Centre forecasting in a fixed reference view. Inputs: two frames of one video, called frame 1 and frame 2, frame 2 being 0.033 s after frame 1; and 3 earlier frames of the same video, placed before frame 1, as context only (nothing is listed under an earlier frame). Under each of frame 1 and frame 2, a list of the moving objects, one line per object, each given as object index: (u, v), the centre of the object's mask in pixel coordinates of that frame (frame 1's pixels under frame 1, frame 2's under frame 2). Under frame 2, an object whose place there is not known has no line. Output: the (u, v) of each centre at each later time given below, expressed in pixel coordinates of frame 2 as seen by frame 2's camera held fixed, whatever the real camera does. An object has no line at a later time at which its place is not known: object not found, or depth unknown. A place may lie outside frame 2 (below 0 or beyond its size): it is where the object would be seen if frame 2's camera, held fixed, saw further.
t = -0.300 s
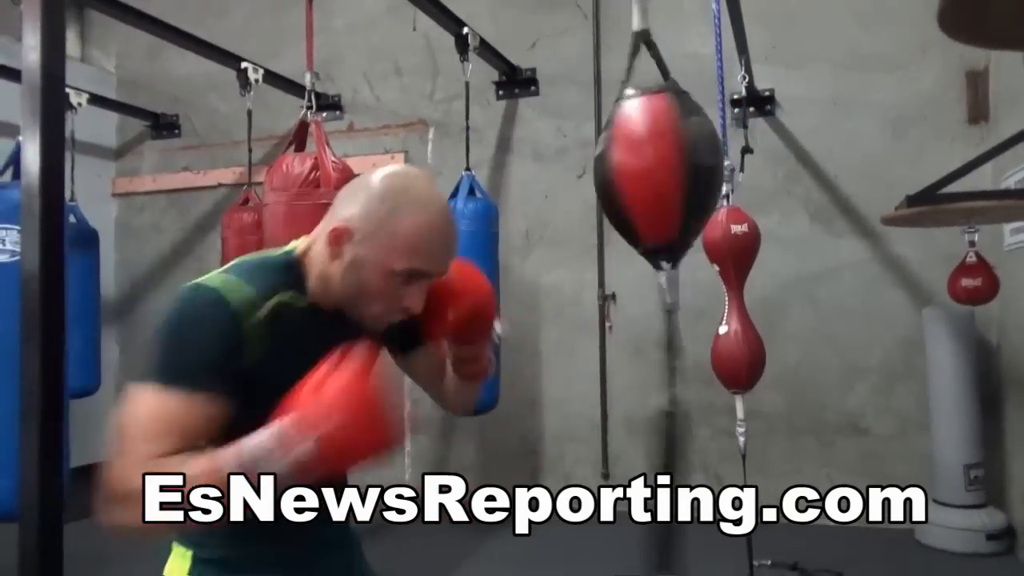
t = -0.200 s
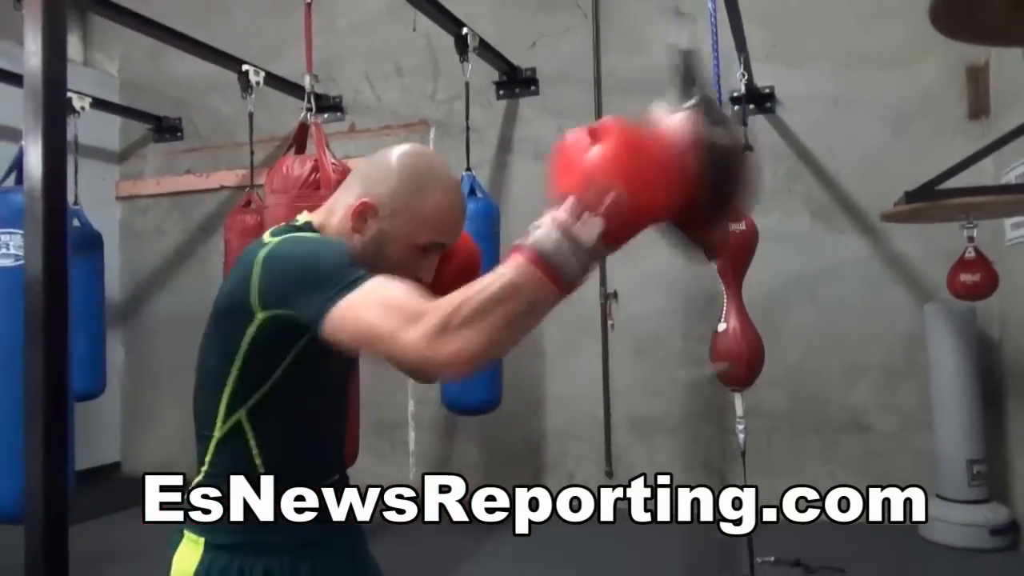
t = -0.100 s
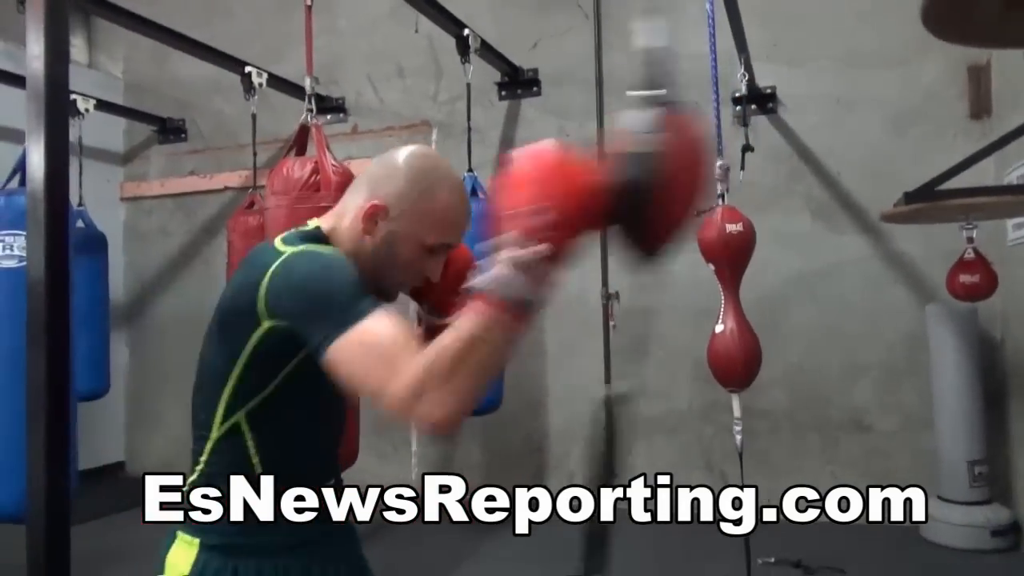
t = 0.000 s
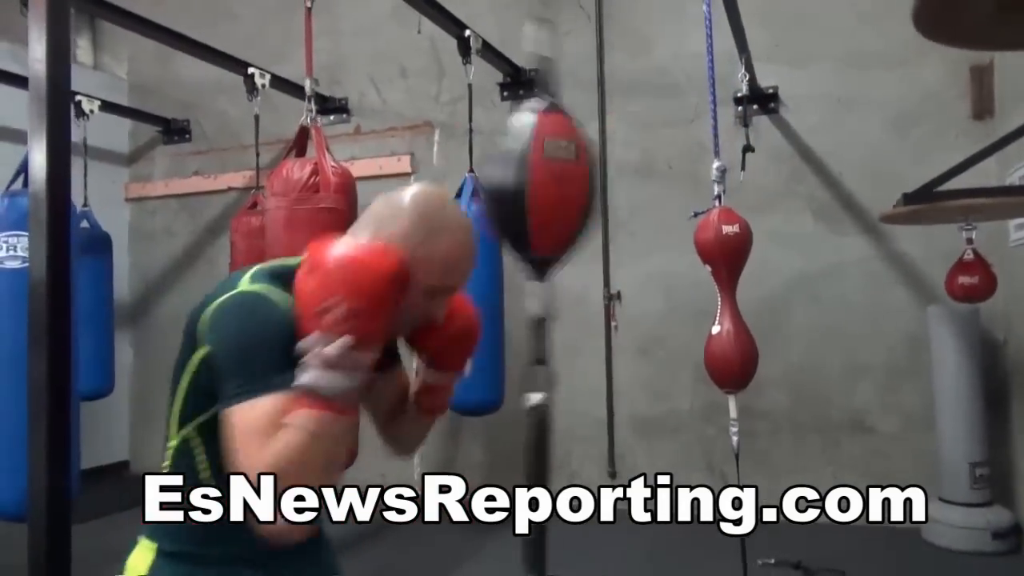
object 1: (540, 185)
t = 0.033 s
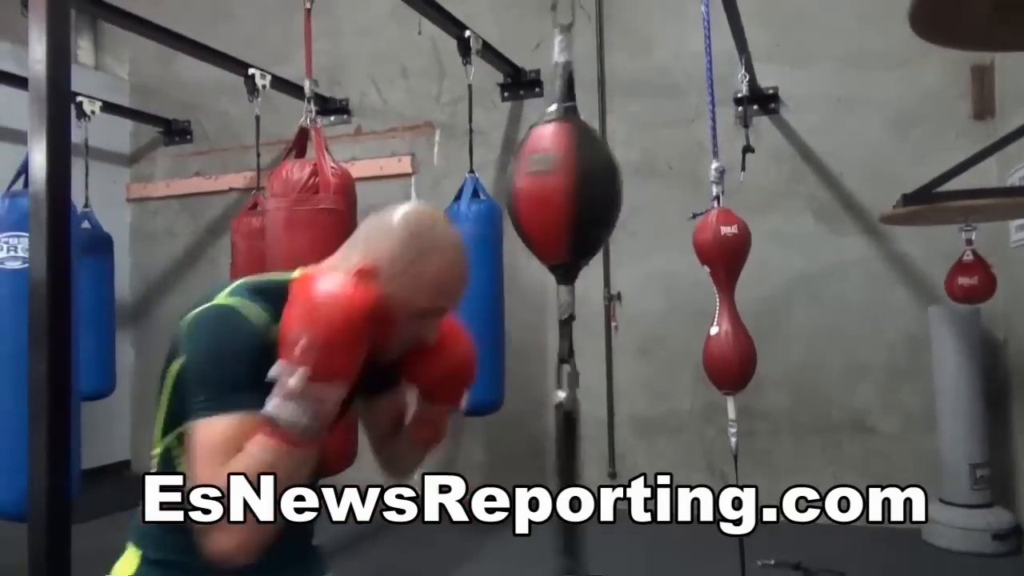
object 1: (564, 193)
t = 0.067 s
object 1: (560, 196)
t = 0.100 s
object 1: (587, 195)
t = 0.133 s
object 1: (586, 187)
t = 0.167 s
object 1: (522, 179)
